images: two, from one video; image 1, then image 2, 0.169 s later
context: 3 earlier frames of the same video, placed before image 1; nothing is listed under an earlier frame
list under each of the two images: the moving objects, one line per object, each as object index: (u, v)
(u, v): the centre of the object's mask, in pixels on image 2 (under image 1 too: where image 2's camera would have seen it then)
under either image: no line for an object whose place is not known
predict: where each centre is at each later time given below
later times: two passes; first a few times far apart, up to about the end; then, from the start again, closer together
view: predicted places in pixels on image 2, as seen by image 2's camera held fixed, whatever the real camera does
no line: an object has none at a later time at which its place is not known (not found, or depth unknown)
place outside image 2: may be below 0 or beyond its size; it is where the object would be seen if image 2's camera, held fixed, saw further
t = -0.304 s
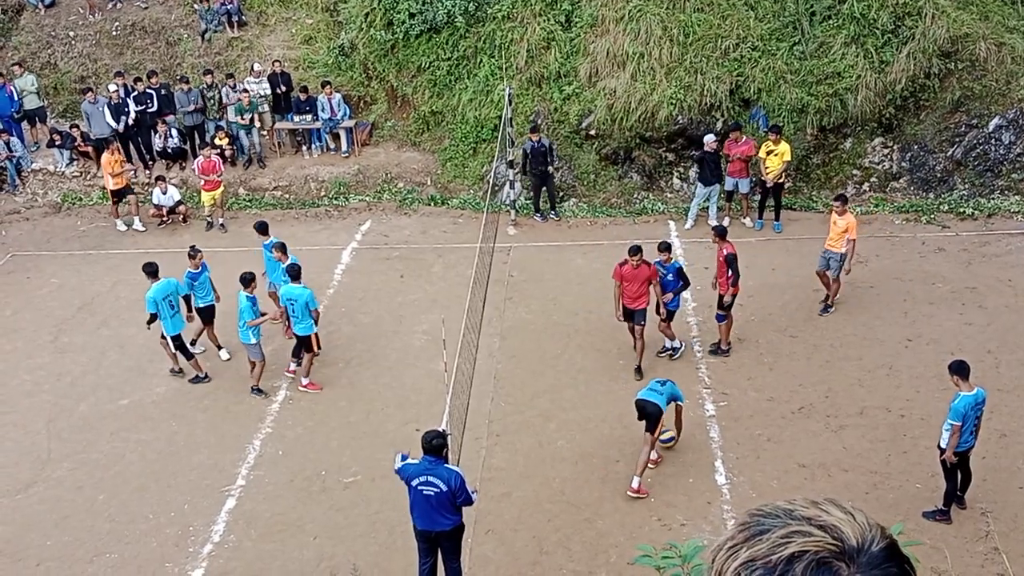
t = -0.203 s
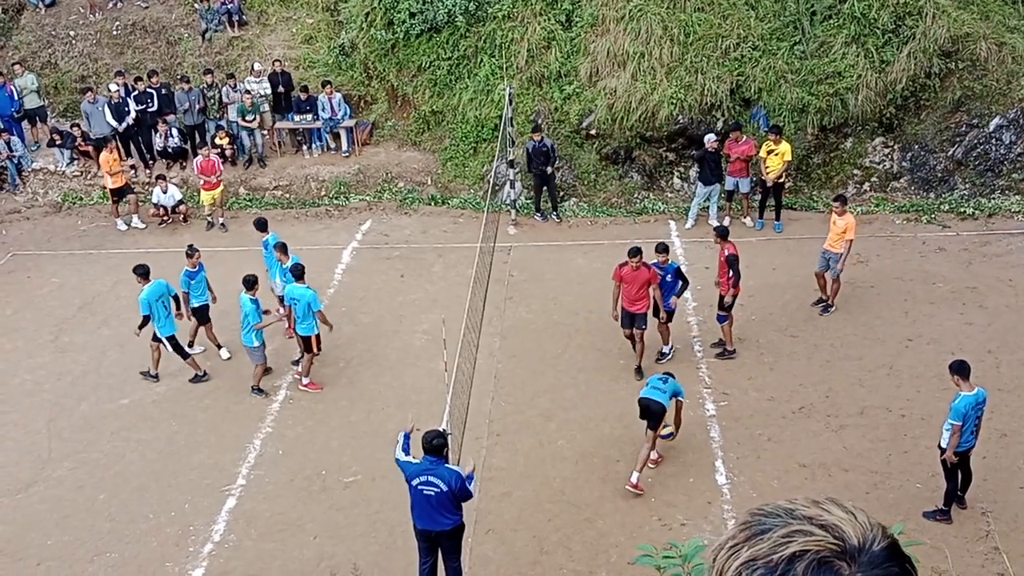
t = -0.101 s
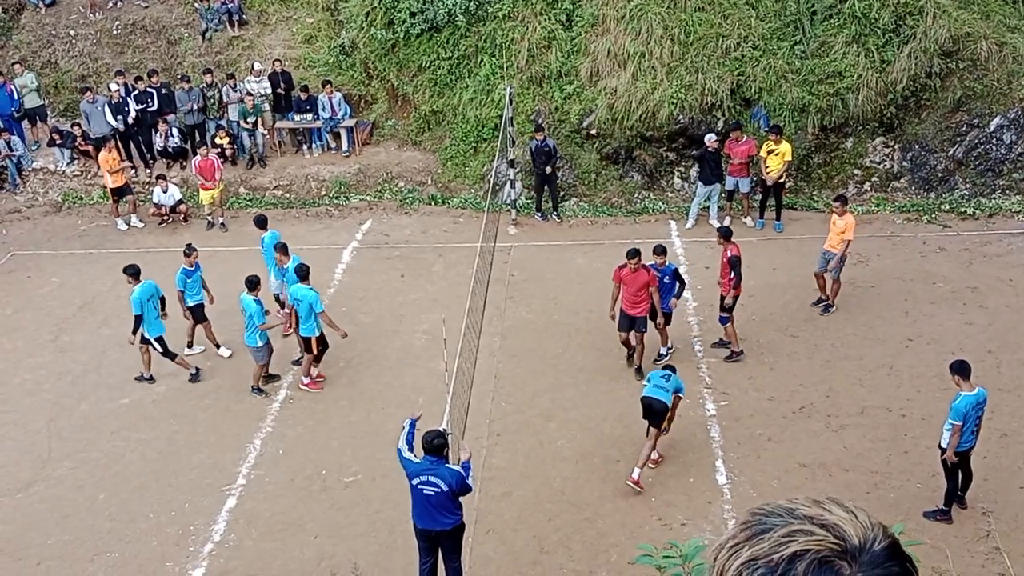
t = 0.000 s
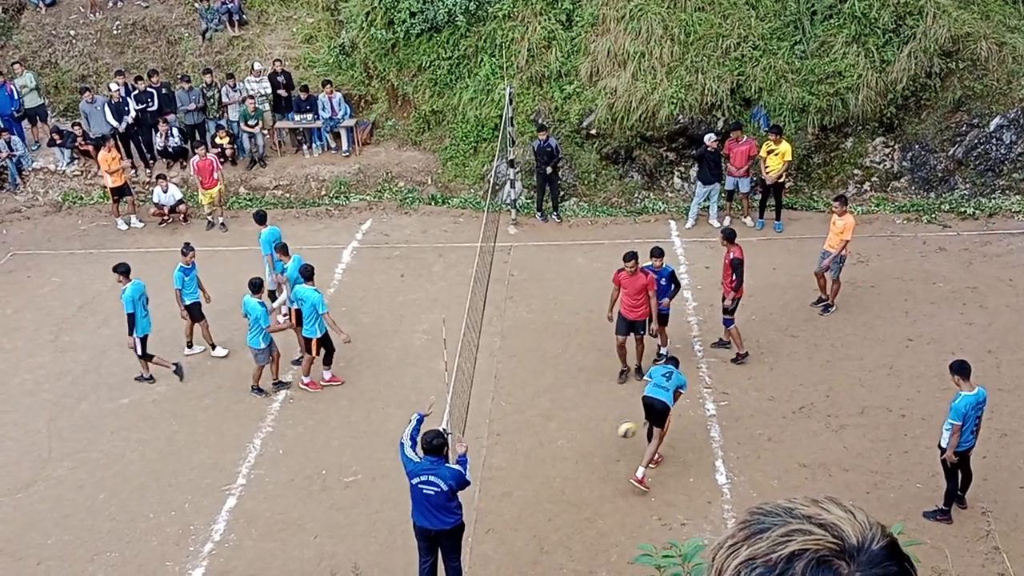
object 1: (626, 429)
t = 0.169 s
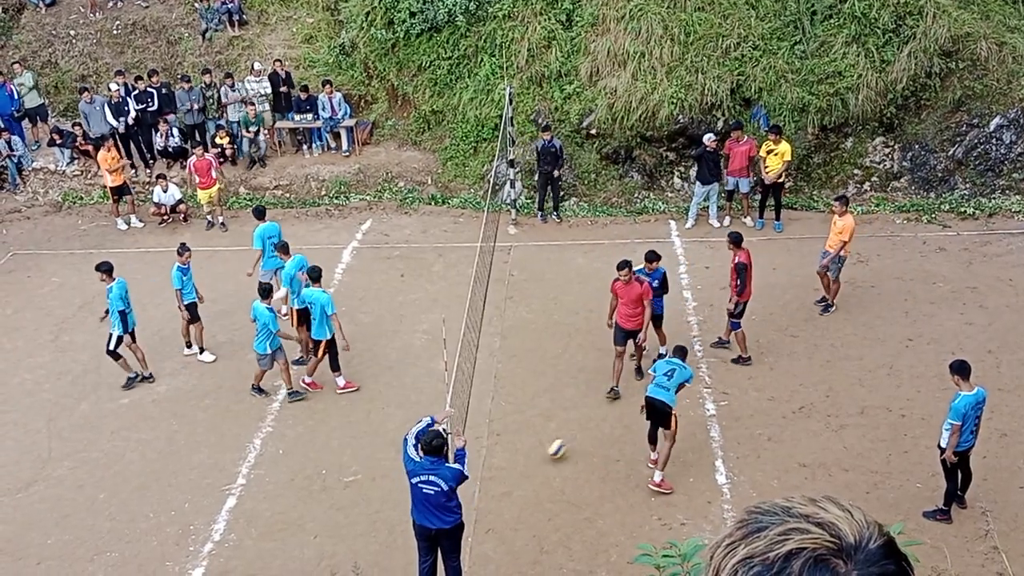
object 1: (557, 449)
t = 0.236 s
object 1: (533, 452)
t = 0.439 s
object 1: (476, 452)
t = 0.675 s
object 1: (401, 465)
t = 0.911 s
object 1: (342, 478)
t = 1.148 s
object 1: (275, 480)
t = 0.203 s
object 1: (542, 455)
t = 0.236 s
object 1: (533, 452)
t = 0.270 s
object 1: (523, 450)
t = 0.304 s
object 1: (513, 449)
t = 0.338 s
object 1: (504, 448)
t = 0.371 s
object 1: (494, 449)
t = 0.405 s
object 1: (484, 450)
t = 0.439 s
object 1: (476, 452)
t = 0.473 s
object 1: (469, 454)
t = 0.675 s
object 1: (401, 465)
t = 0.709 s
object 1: (397, 466)
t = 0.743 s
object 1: (388, 466)
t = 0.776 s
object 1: (379, 469)
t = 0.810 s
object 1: (369, 472)
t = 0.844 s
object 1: (361, 475)
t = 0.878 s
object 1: (350, 480)
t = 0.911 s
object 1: (342, 478)
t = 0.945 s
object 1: (331, 475)
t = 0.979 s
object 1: (322, 474)
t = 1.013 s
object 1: (312, 473)
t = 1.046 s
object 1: (303, 473)
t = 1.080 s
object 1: (292, 474)
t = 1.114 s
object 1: (285, 477)
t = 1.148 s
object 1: (275, 480)
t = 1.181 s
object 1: (266, 485)
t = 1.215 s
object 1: (257, 484)
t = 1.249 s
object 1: (249, 482)
